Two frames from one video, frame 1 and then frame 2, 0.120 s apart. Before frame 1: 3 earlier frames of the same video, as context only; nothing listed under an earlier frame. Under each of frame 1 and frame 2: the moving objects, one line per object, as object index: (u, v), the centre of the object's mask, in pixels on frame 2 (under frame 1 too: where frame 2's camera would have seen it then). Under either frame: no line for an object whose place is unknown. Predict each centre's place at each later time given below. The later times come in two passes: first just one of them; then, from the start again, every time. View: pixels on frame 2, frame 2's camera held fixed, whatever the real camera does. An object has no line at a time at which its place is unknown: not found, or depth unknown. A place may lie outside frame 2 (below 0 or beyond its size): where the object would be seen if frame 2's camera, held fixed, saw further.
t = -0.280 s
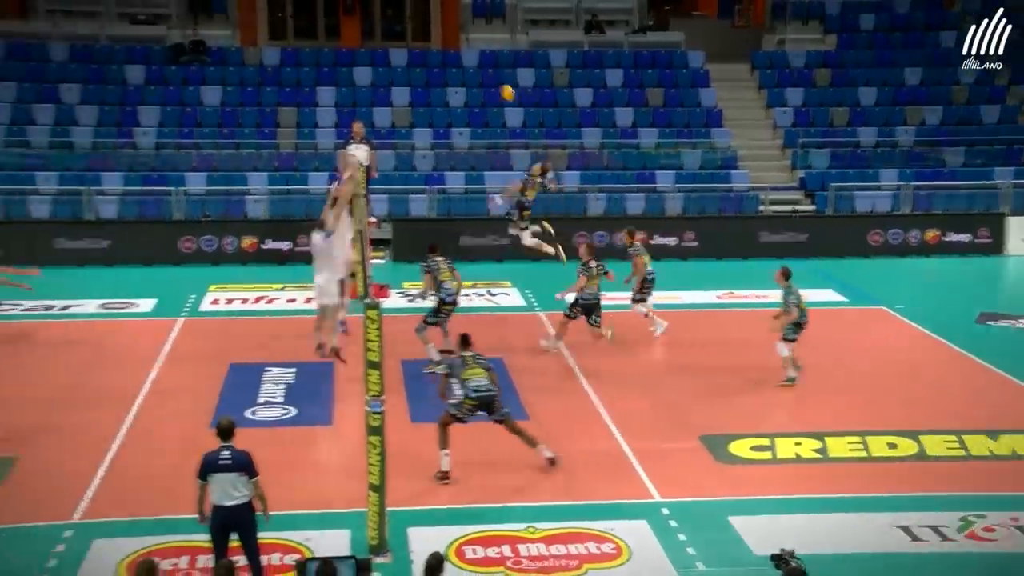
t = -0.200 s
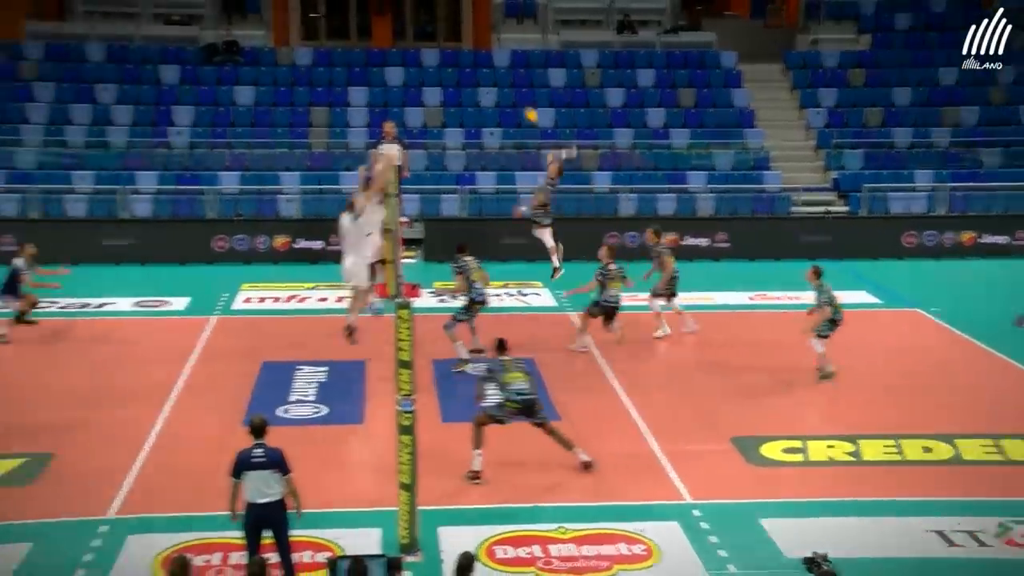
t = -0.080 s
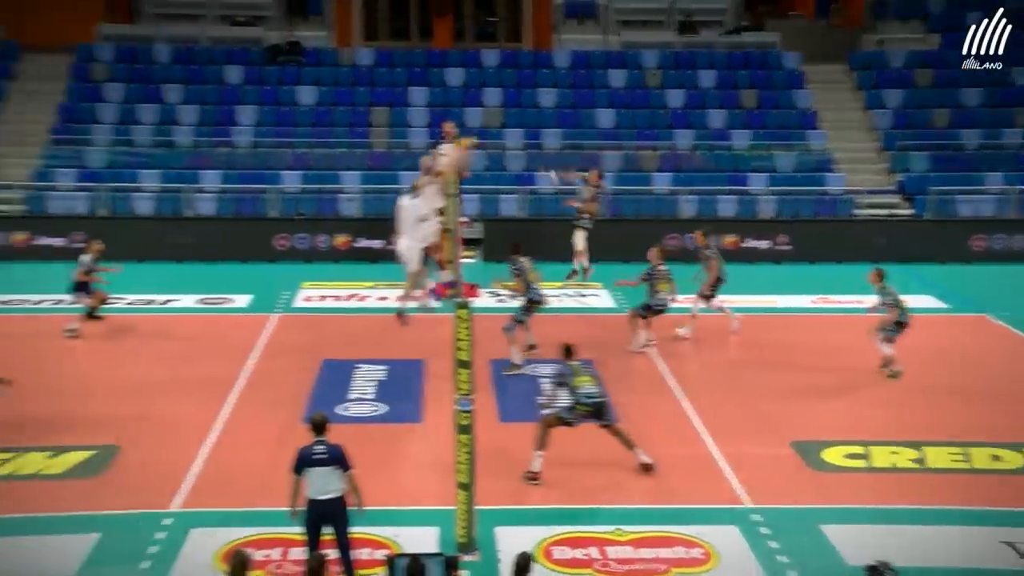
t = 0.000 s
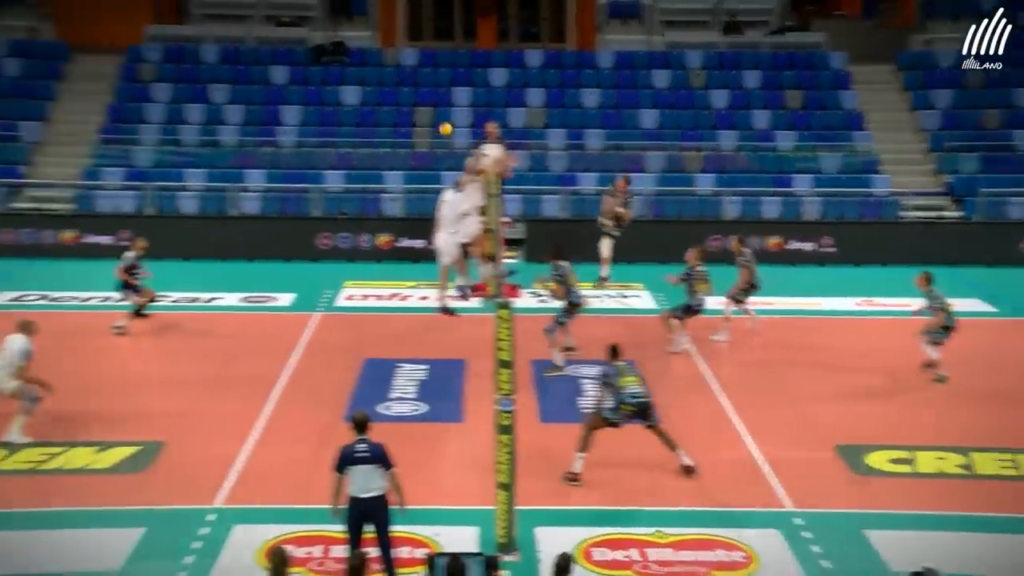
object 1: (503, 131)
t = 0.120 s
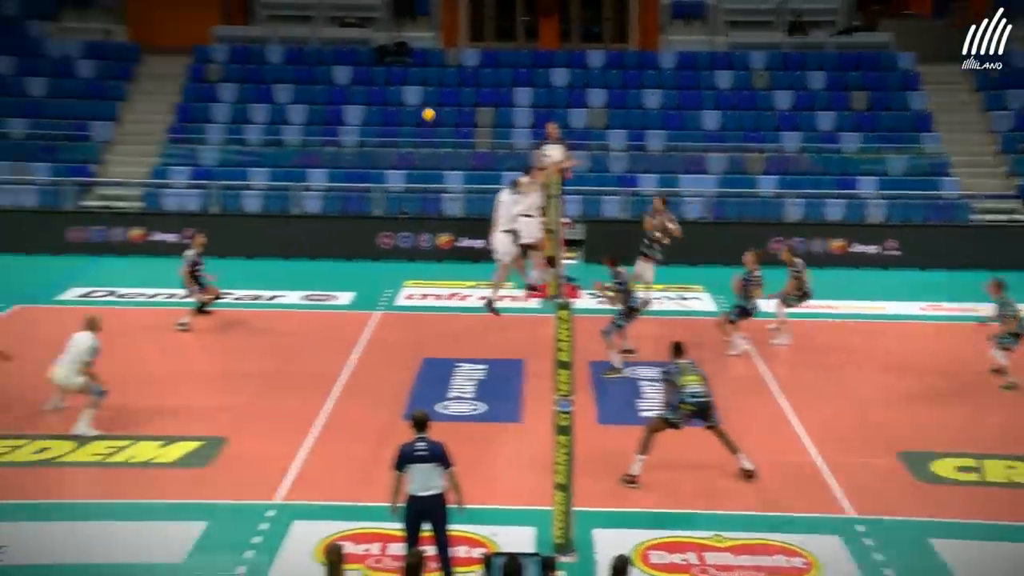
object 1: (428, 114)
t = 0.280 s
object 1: (337, 108)
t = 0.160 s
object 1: (404, 111)
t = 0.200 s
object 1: (381, 109)
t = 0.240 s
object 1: (359, 108)
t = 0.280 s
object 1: (337, 108)
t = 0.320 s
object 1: (316, 109)
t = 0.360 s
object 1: (295, 112)
